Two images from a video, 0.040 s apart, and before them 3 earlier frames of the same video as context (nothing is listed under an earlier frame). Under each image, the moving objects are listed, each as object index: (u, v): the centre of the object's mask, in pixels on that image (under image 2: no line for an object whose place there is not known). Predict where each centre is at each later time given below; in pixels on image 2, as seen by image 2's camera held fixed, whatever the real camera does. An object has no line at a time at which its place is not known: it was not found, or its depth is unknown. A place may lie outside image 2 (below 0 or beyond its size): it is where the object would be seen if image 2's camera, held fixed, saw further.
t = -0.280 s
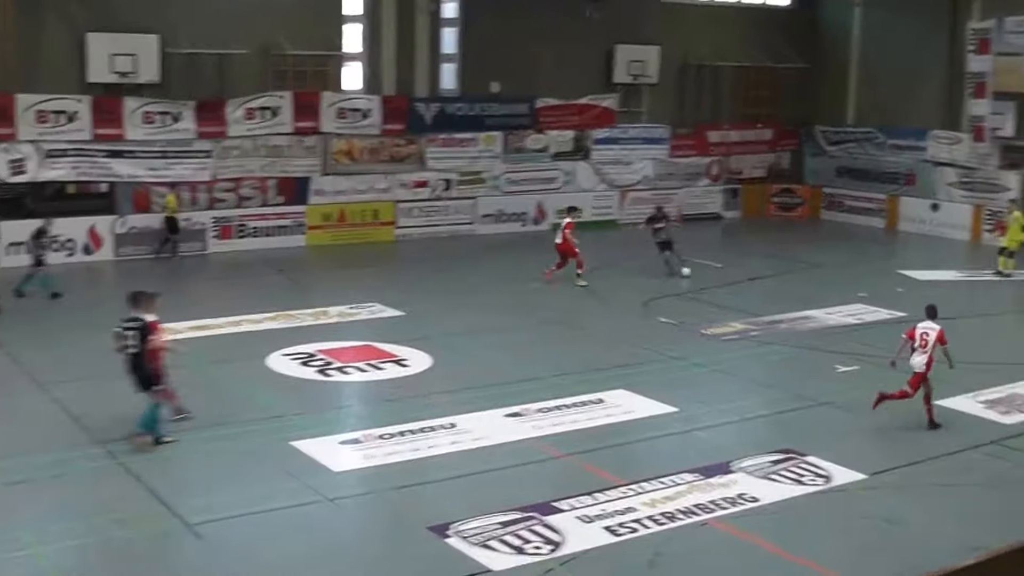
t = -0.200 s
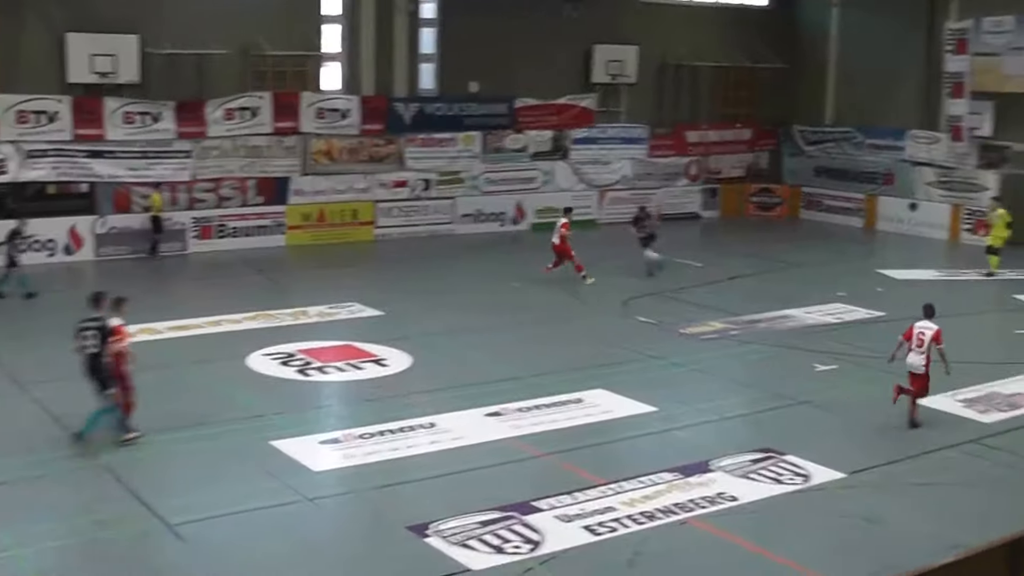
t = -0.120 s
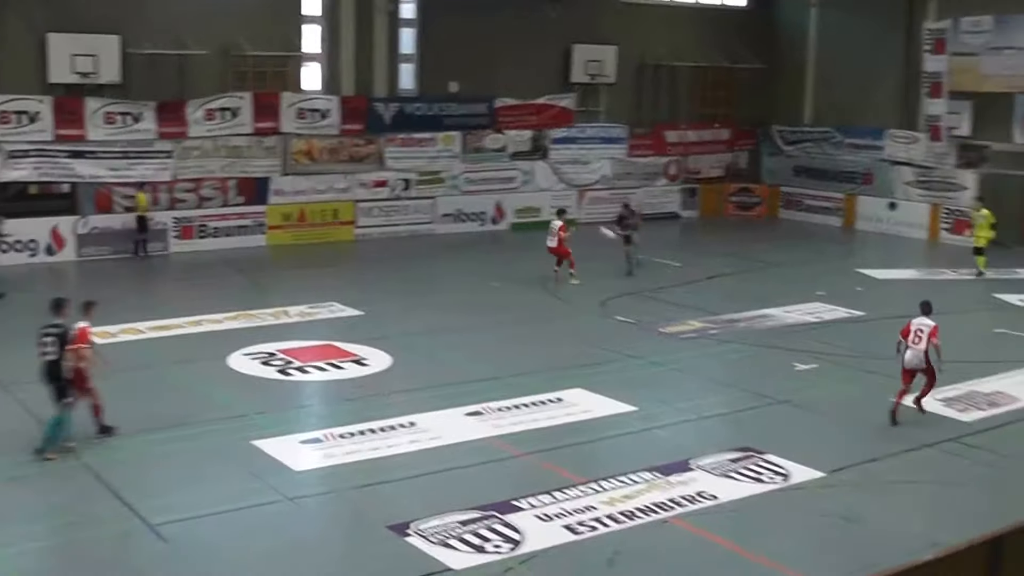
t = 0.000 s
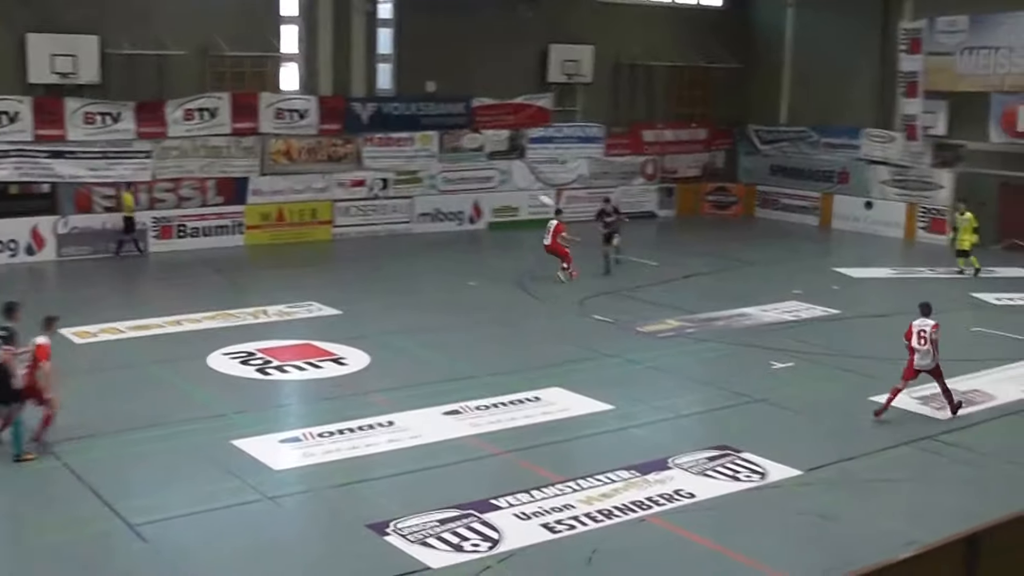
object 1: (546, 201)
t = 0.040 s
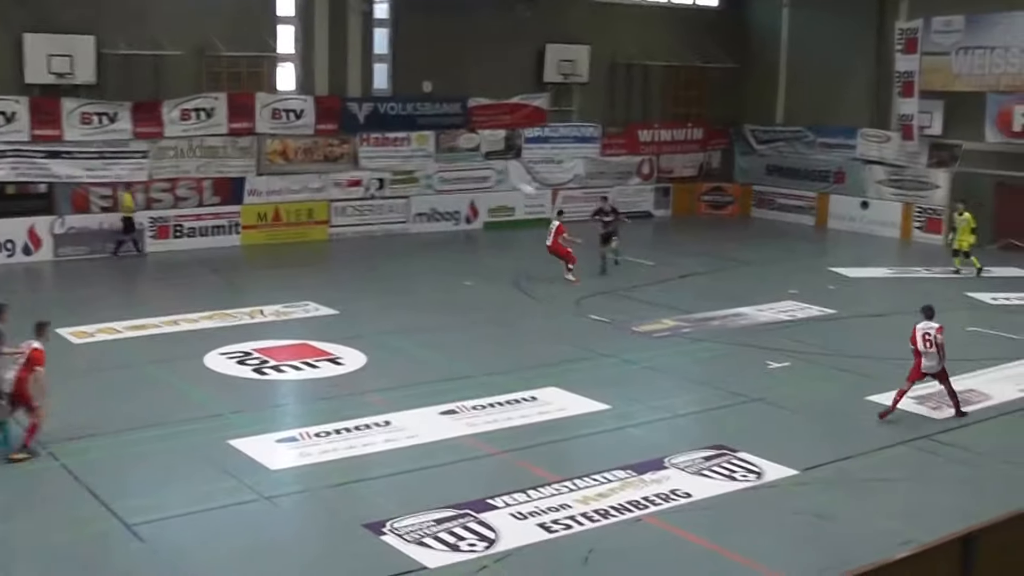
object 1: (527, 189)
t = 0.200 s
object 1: (462, 150)
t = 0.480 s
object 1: (319, 97)
